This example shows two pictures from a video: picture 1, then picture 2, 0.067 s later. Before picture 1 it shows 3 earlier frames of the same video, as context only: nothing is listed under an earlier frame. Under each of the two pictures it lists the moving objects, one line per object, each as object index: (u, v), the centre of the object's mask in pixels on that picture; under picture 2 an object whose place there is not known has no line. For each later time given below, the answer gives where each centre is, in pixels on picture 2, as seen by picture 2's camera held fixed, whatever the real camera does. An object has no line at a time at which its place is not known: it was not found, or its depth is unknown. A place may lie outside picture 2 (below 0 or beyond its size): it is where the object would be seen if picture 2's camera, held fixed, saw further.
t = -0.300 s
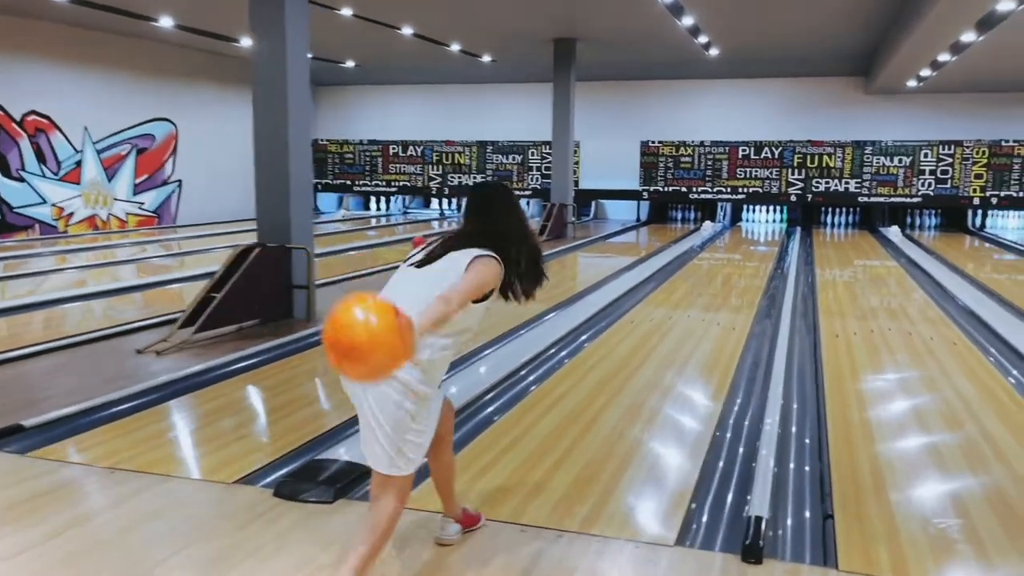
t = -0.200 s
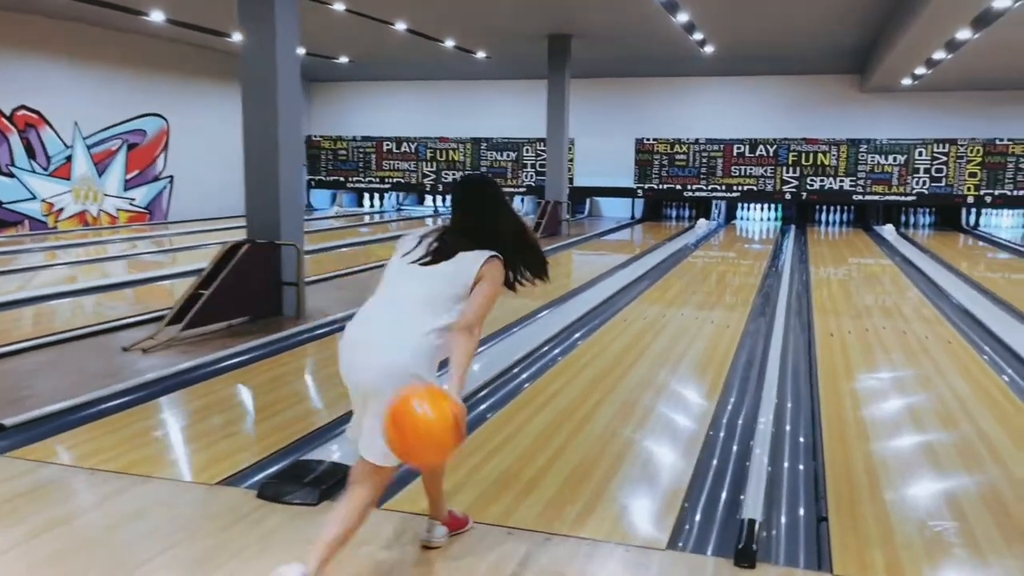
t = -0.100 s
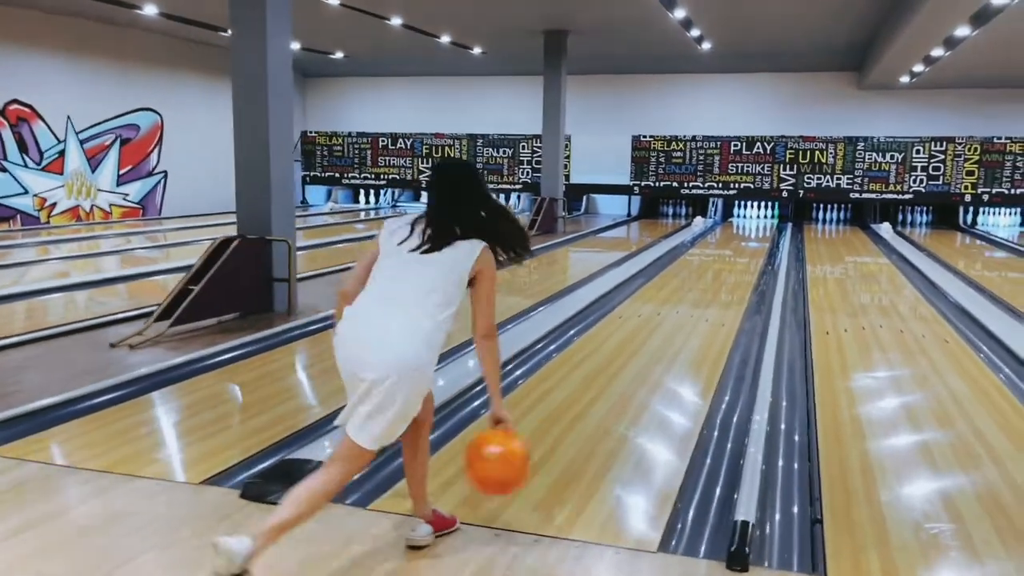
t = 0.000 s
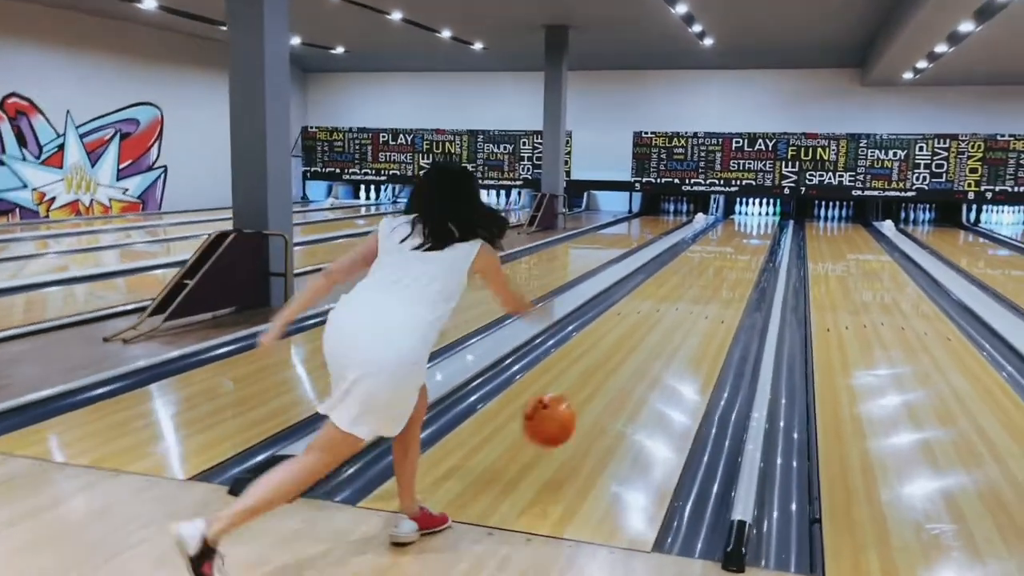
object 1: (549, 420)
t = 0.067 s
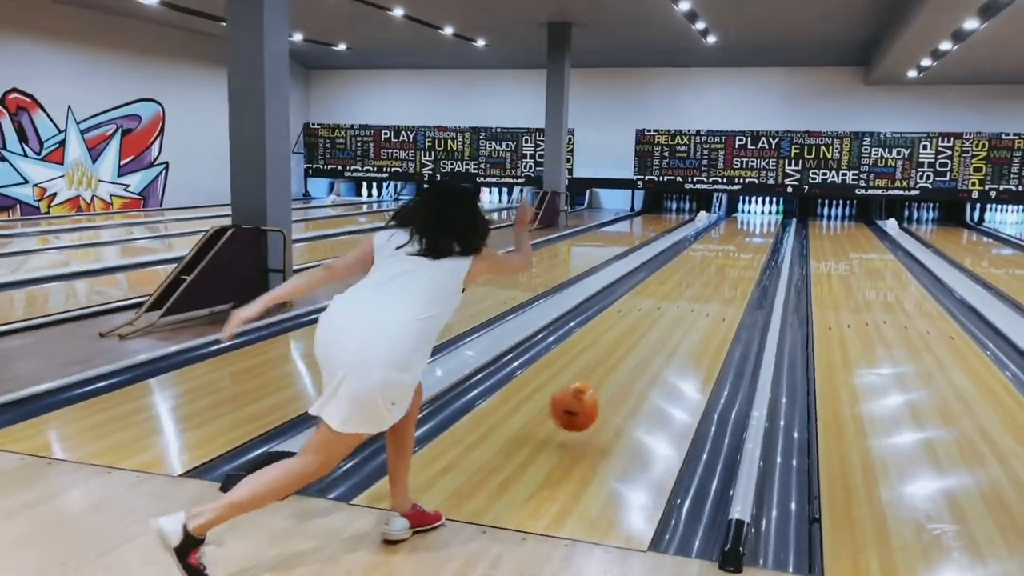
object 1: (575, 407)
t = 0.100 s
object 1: (586, 407)
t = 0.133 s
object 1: (597, 393)
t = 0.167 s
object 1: (607, 382)
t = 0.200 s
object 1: (616, 373)
